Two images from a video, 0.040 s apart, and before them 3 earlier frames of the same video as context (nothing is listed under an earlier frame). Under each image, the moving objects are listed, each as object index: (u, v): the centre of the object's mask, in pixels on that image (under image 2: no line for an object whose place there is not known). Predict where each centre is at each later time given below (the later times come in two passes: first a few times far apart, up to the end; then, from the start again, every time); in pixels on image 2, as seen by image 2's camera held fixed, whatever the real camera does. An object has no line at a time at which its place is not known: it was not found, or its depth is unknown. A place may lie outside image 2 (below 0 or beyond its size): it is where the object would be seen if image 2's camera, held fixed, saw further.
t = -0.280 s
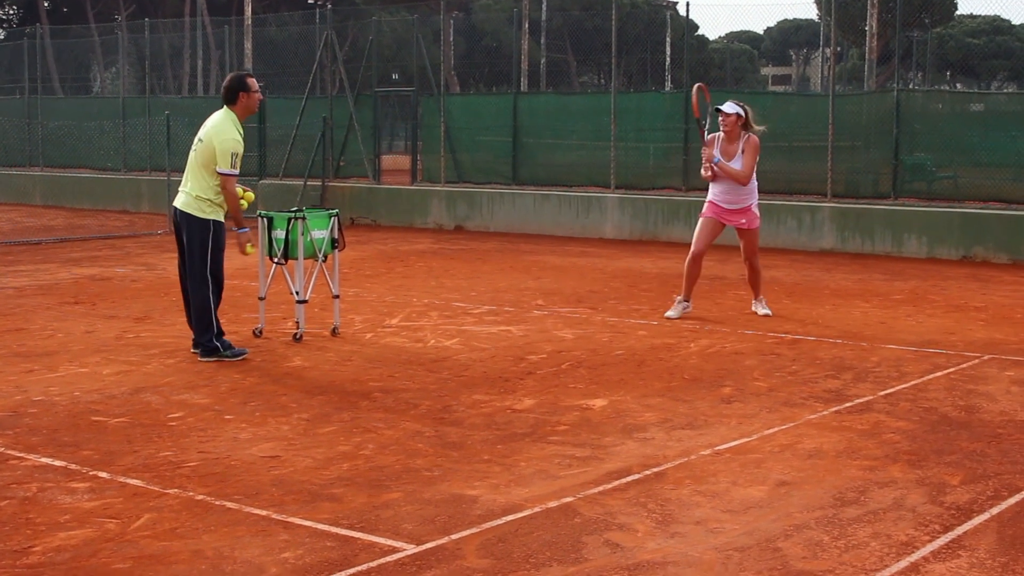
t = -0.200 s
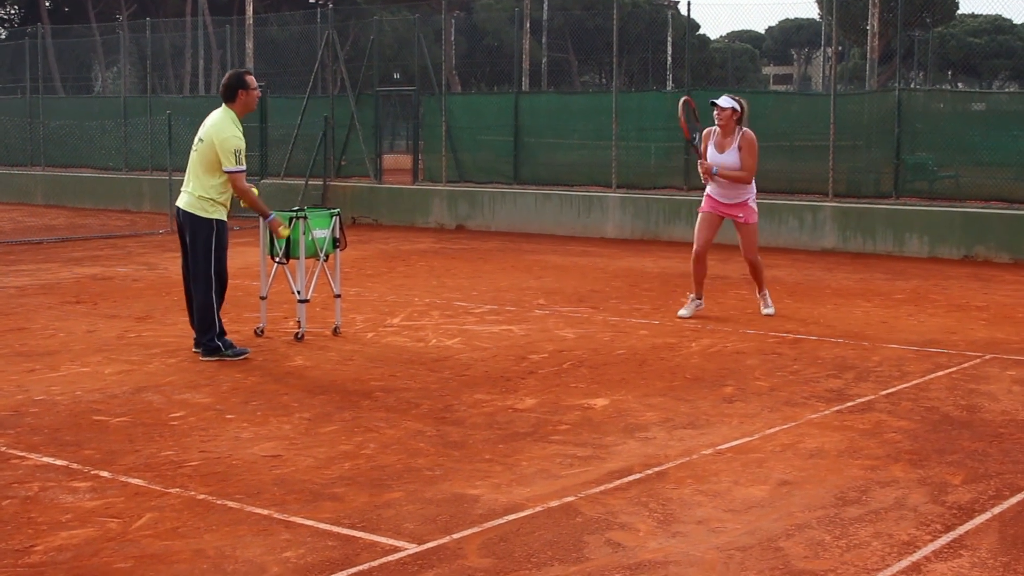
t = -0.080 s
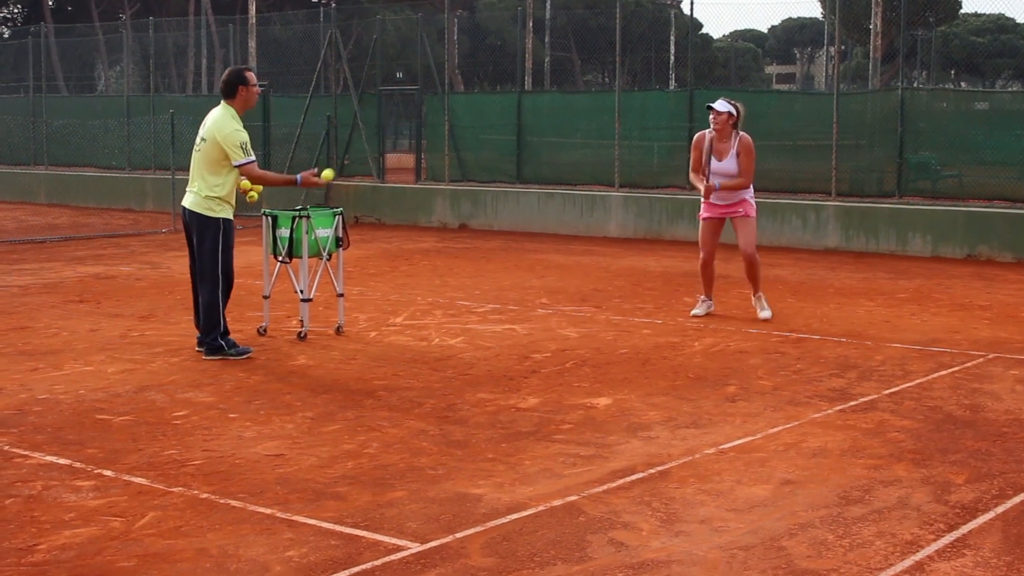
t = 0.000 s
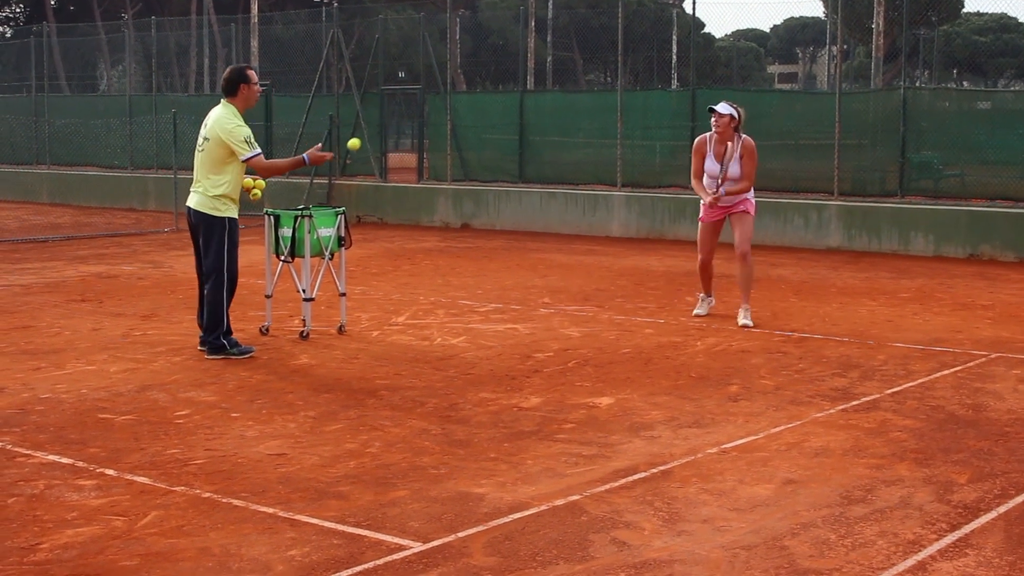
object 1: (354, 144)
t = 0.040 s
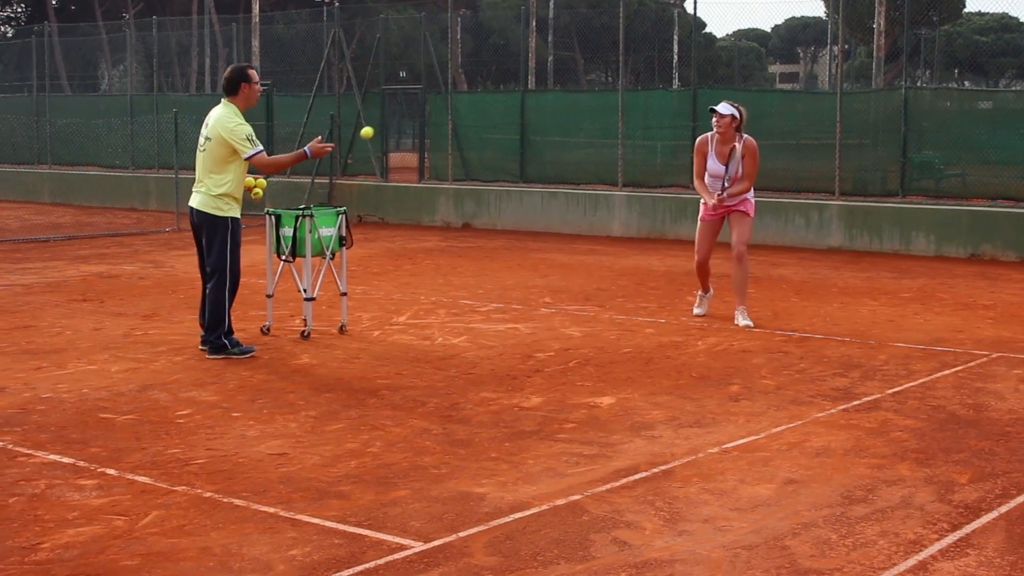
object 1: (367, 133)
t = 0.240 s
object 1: (427, 114)
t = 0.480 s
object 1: (498, 177)
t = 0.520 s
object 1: (510, 196)
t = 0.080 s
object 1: (379, 124)
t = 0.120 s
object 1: (391, 118)
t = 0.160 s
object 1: (403, 114)
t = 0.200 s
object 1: (415, 113)
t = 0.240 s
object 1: (427, 114)
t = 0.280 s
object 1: (439, 119)
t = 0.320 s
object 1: (451, 125)
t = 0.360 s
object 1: (463, 135)
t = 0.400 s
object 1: (475, 146)
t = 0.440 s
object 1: (486, 160)
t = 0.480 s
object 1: (498, 177)
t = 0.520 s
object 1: (510, 196)
